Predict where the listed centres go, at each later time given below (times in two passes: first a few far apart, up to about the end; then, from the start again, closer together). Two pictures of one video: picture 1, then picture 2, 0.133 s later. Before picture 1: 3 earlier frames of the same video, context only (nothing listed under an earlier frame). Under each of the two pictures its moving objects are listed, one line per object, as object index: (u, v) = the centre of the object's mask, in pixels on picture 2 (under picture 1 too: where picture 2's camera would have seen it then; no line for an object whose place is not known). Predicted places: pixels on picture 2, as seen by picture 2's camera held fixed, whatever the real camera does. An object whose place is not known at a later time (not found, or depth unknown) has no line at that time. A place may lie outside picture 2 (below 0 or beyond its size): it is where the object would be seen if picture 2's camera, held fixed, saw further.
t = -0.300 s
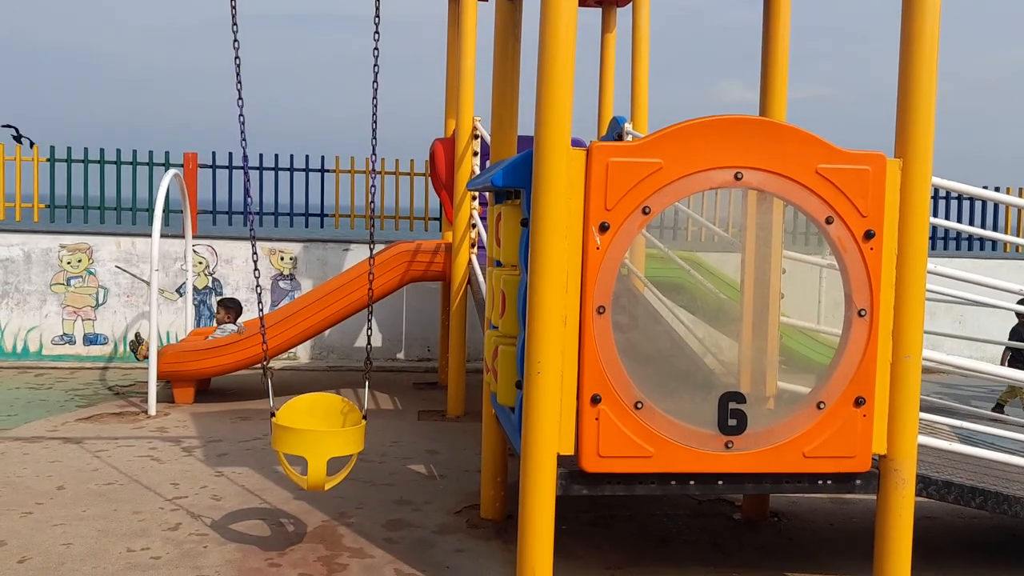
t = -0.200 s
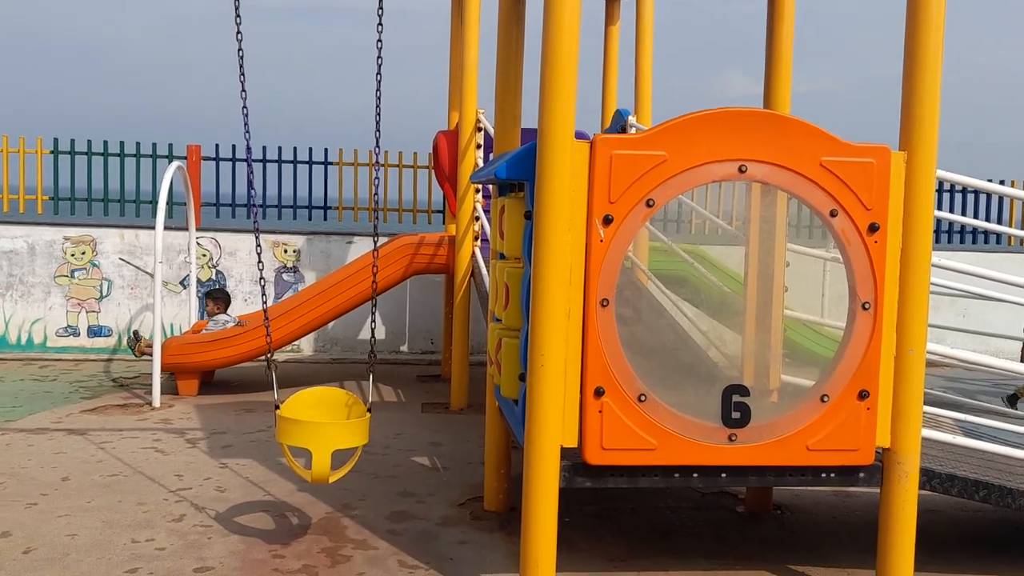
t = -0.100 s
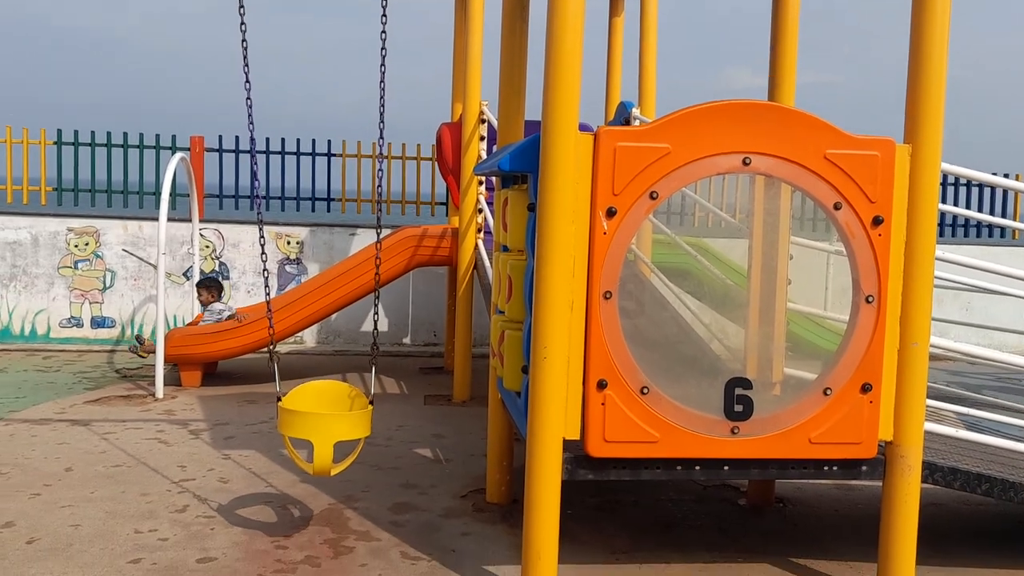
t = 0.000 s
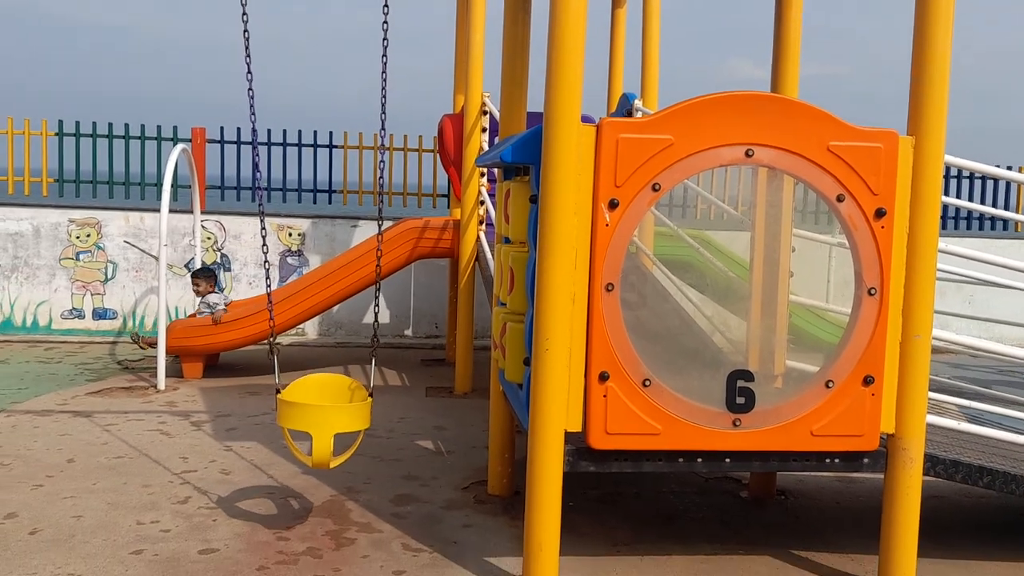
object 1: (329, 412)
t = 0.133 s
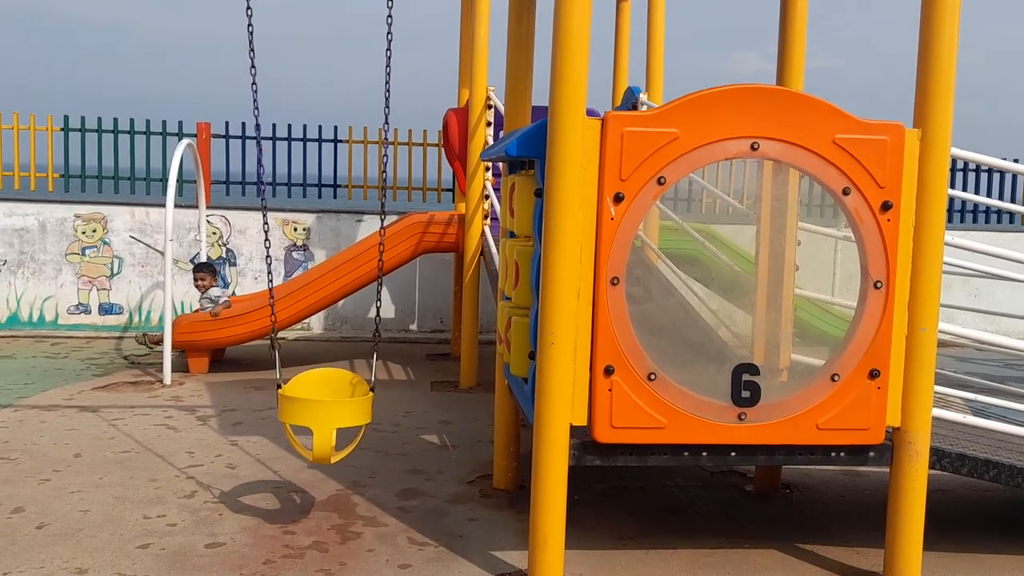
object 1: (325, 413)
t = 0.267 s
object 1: (320, 412)
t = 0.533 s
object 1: (308, 411)
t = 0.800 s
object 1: (302, 408)
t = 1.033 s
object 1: (304, 404)
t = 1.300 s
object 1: (311, 400)
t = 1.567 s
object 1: (321, 399)
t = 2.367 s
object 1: (323, 412)
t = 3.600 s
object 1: (313, 402)
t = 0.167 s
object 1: (324, 413)
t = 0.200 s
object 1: (322, 413)
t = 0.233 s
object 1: (321, 413)
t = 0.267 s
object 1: (320, 412)
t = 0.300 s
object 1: (318, 412)
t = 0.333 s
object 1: (317, 412)
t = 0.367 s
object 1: (315, 412)
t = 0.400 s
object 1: (314, 412)
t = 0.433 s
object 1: (312, 412)
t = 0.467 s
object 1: (311, 412)
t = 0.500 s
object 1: (309, 411)
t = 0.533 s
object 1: (308, 411)
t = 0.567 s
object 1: (307, 411)
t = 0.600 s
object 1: (306, 411)
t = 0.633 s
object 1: (305, 411)
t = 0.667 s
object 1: (304, 410)
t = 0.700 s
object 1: (303, 410)
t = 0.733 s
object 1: (302, 409)
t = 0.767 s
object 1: (302, 408)
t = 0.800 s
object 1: (302, 408)
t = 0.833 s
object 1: (302, 408)
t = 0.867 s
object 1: (302, 406)
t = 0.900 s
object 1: (302, 406)
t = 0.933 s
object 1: (302, 405)
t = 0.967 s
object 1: (303, 405)
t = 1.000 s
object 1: (303, 404)
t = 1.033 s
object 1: (304, 404)
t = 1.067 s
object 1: (304, 403)
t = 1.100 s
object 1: (305, 402)
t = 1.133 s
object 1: (306, 402)
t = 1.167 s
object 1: (307, 401)
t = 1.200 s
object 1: (308, 401)
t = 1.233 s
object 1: (309, 401)
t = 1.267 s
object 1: (310, 400)
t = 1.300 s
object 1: (311, 400)
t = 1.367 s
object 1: (313, 400)
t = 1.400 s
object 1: (315, 399)
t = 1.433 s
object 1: (316, 399)
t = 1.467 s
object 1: (317, 399)
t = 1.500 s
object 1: (319, 399)
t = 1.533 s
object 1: (320, 399)
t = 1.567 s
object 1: (321, 399)
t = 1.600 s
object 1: (322, 399)
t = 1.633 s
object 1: (323, 399)
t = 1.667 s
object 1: (324, 399)
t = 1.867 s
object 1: (330, 401)
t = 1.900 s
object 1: (330, 402)
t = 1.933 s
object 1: (331, 403)
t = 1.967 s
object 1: (331, 403)
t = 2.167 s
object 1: (329, 409)
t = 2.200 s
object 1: (329, 409)
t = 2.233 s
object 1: (328, 410)
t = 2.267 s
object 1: (326, 411)
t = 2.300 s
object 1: (325, 411)
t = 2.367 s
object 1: (323, 412)
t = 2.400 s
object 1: (321, 413)
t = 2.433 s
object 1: (320, 413)
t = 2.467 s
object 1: (319, 414)
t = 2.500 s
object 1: (317, 414)
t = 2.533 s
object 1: (316, 414)
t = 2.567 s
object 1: (314, 414)
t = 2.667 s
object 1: (309, 415)
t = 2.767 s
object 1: (305, 415)
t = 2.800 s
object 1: (303, 415)
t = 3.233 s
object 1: (299, 410)
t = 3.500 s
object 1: (309, 404)
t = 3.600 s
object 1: (313, 402)
